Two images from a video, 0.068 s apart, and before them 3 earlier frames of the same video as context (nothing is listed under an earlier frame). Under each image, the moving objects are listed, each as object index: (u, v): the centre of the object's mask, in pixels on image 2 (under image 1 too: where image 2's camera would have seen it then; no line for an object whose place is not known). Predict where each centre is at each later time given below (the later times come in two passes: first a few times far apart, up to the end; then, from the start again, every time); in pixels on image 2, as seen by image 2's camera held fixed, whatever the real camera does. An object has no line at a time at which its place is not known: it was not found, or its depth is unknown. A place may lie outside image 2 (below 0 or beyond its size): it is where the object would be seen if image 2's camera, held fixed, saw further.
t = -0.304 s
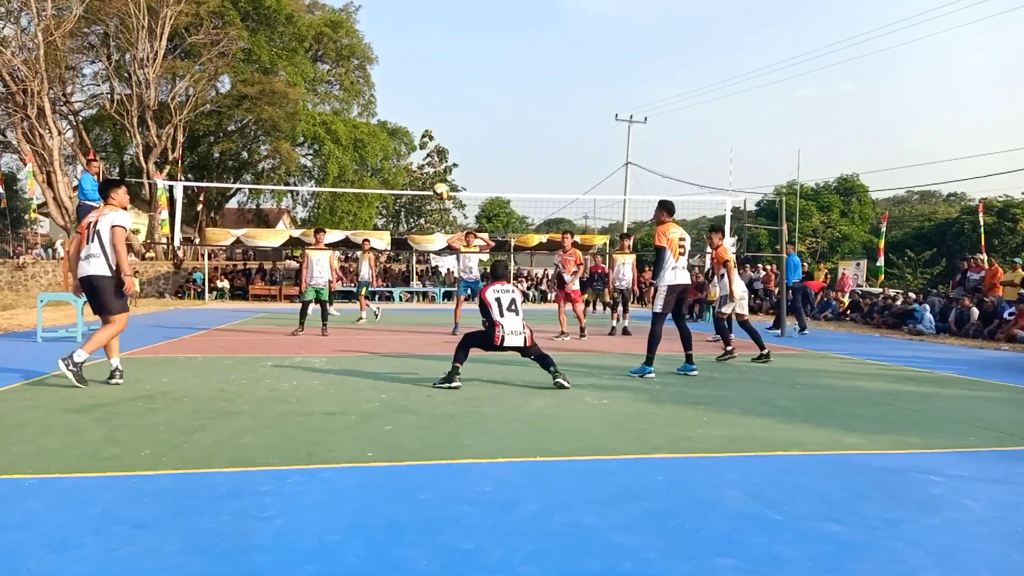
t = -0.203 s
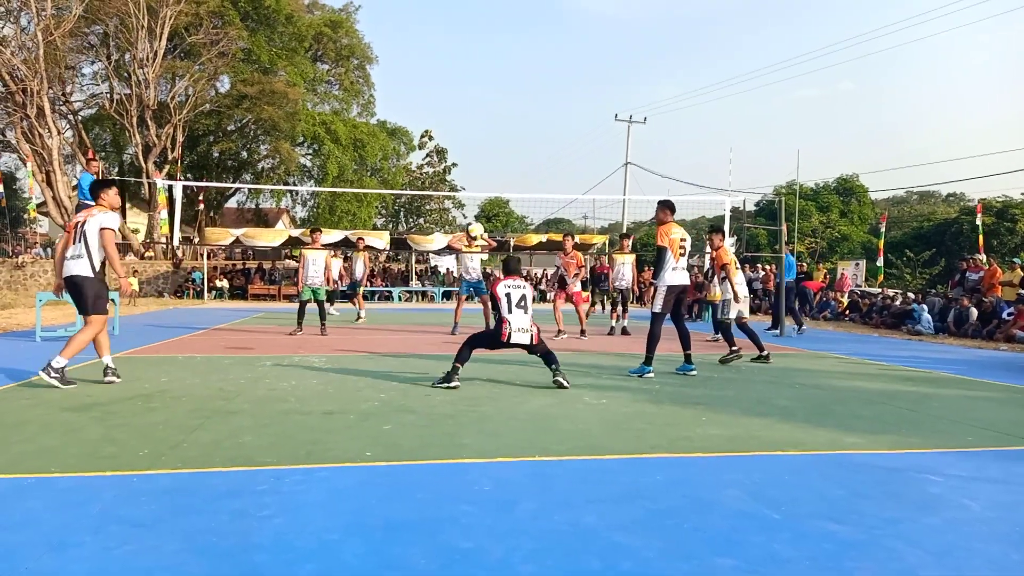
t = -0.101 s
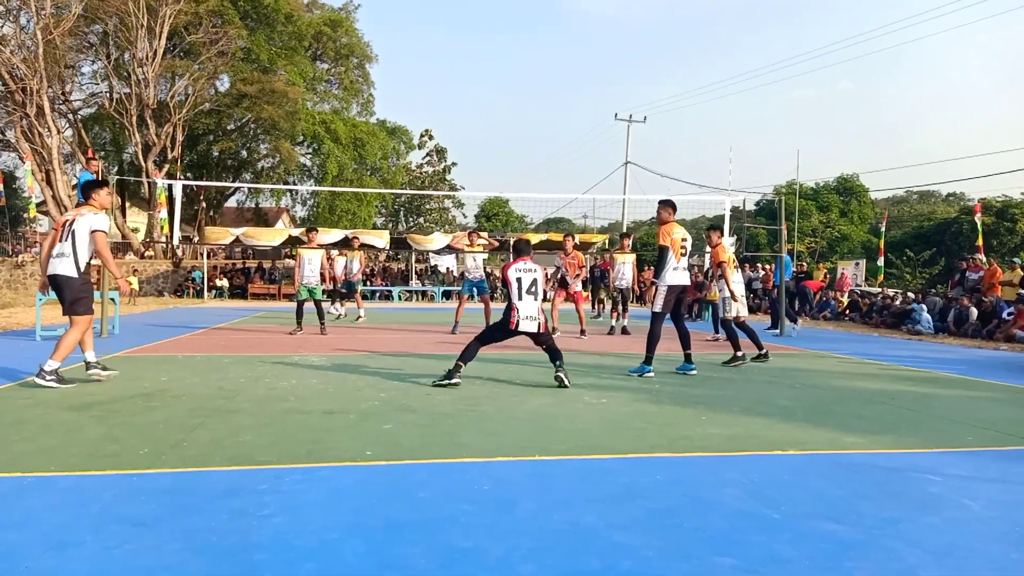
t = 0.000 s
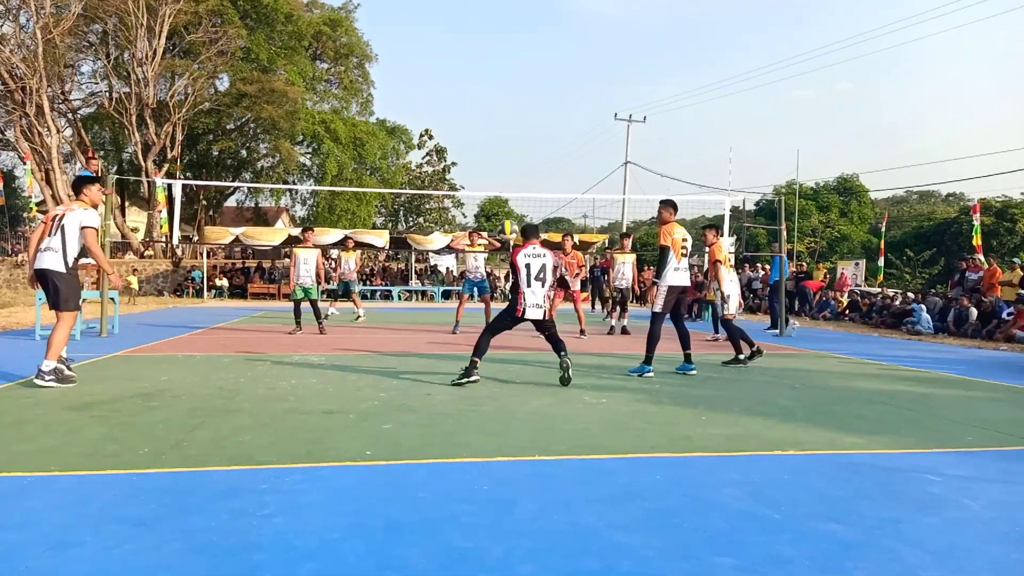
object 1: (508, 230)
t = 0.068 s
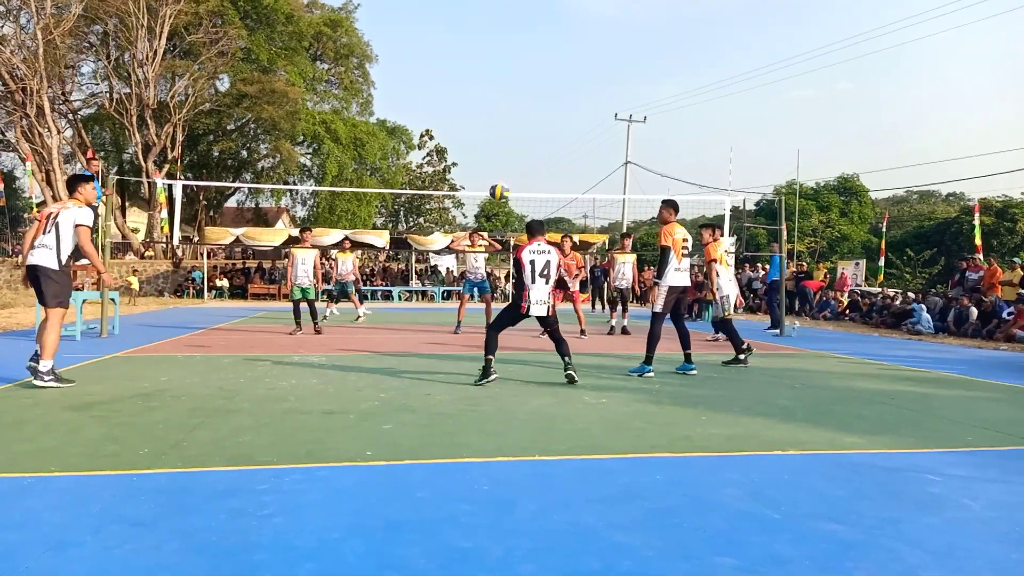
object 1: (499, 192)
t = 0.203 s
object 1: (484, 134)
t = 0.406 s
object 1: (466, 88)
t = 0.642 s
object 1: (449, 82)
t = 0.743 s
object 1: (442, 92)
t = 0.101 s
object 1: (495, 175)
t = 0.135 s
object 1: (491, 160)
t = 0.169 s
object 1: (488, 147)
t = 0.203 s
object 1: (484, 134)
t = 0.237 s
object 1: (481, 123)
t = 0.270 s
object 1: (477, 114)
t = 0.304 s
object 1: (475, 106)
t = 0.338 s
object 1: (472, 99)
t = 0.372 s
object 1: (469, 93)
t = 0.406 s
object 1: (466, 88)
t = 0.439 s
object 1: (464, 84)
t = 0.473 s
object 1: (461, 82)
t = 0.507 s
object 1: (459, 80)
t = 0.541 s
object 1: (456, 79)
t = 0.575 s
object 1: (454, 79)
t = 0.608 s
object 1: (452, 80)
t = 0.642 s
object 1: (449, 82)
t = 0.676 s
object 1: (447, 85)
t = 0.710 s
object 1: (445, 88)
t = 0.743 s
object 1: (442, 92)
